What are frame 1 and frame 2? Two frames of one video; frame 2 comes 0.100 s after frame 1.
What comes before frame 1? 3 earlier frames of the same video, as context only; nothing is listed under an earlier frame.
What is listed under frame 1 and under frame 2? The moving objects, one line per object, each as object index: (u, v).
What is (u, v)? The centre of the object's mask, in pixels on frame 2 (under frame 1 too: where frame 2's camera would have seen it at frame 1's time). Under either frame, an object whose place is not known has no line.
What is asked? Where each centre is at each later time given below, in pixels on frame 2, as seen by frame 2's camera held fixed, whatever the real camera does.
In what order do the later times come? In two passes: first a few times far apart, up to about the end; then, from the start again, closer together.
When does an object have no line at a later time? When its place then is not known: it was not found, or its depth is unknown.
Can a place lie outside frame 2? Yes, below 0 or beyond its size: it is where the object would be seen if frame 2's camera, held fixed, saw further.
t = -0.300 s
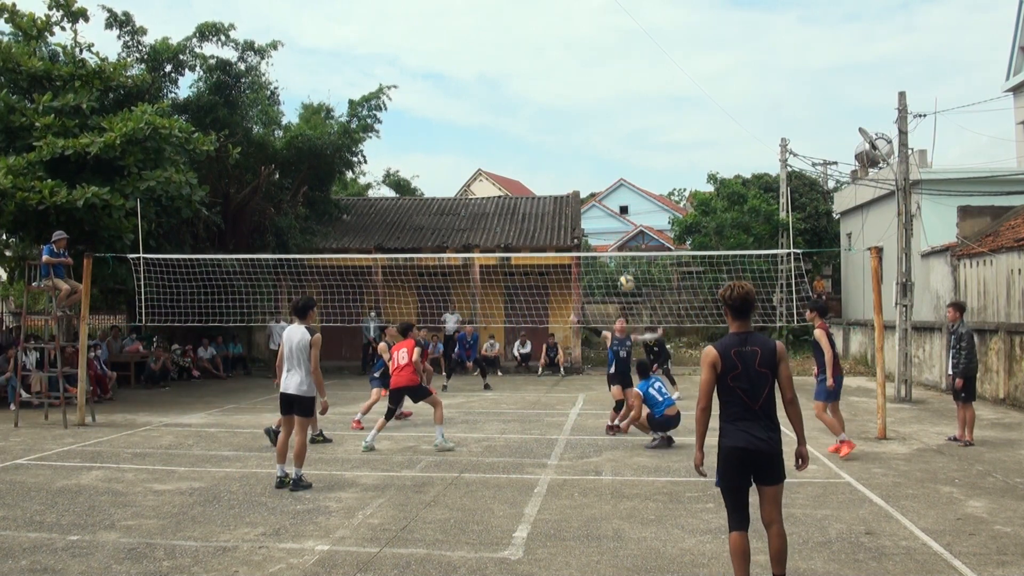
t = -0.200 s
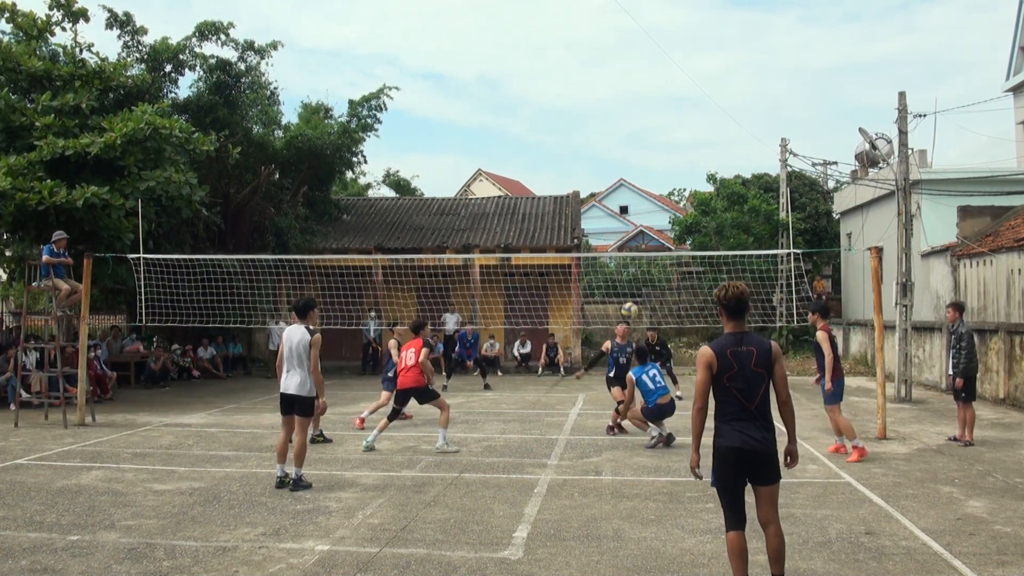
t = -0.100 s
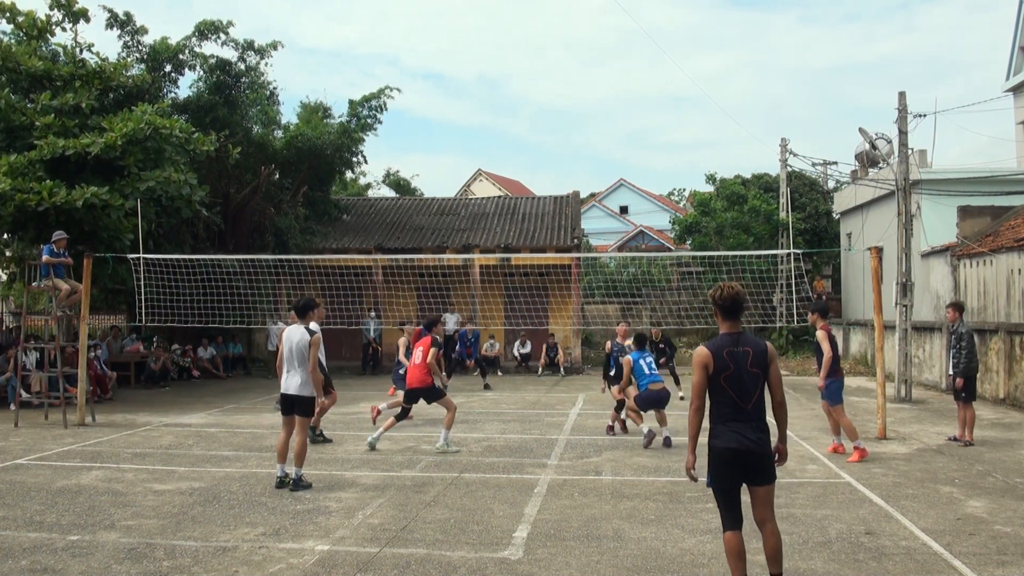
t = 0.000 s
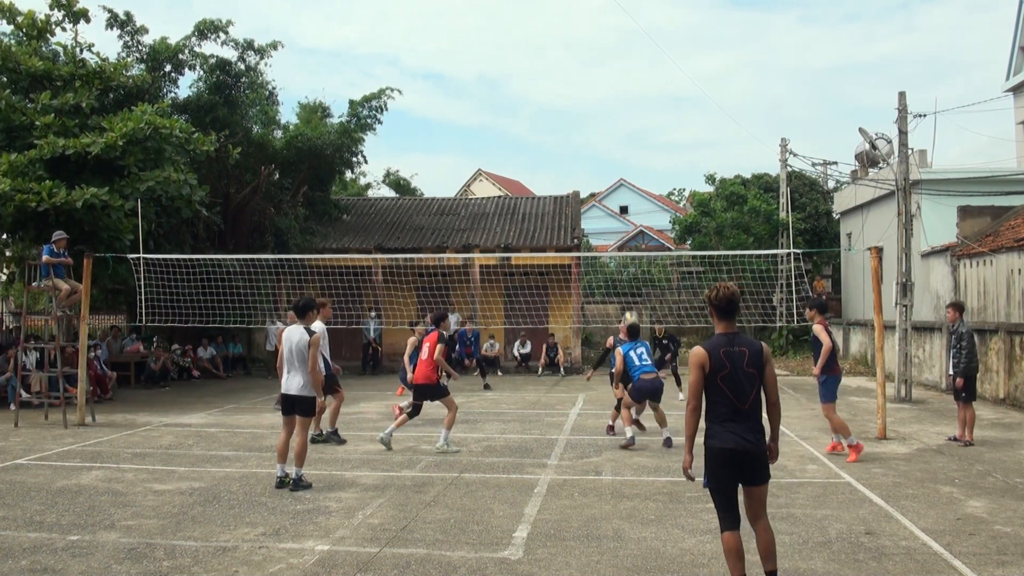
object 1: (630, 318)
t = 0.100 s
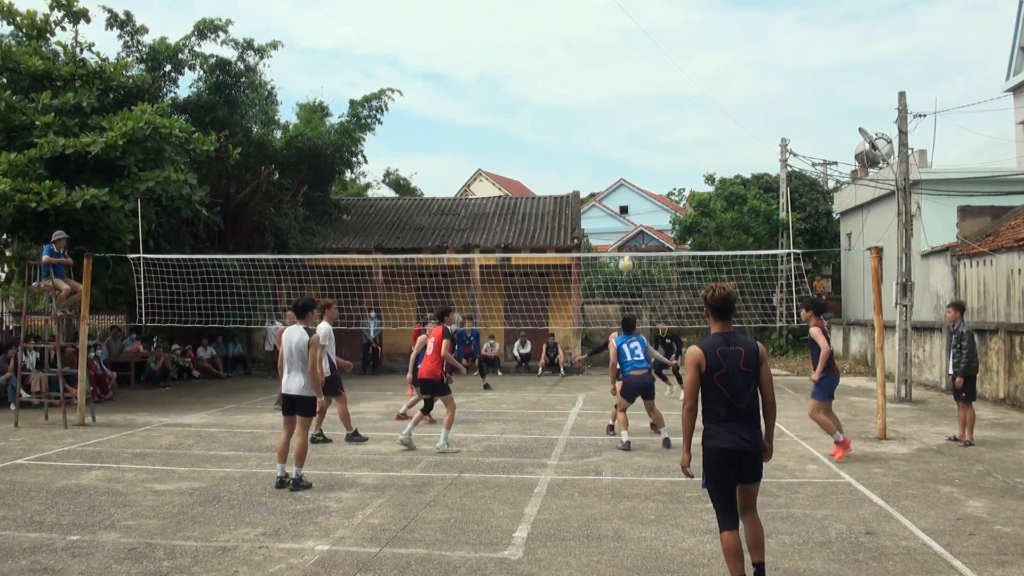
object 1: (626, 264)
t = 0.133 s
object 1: (625, 246)
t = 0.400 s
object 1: (616, 125)
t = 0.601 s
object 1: (607, 63)
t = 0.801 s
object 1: (596, 34)
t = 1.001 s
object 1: (584, 49)
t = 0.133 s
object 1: (625, 246)
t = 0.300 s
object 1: (620, 166)
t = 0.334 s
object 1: (619, 152)
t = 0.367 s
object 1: (617, 138)
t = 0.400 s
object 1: (616, 125)
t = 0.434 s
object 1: (614, 112)
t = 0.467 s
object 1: (613, 101)
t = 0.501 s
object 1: (612, 90)
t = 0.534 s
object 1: (610, 81)
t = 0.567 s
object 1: (608, 72)
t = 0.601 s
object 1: (607, 63)
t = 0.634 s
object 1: (605, 56)
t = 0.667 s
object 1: (604, 50)
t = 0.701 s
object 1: (602, 44)
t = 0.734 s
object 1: (600, 40)
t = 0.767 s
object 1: (598, 36)
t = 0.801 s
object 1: (596, 34)
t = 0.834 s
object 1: (594, 33)
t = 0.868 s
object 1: (592, 33)
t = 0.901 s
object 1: (590, 35)
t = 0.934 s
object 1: (588, 38)
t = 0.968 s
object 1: (586, 43)
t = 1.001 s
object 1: (584, 49)
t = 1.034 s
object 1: (583, 57)
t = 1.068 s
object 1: (581, 66)
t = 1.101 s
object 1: (579, 78)
